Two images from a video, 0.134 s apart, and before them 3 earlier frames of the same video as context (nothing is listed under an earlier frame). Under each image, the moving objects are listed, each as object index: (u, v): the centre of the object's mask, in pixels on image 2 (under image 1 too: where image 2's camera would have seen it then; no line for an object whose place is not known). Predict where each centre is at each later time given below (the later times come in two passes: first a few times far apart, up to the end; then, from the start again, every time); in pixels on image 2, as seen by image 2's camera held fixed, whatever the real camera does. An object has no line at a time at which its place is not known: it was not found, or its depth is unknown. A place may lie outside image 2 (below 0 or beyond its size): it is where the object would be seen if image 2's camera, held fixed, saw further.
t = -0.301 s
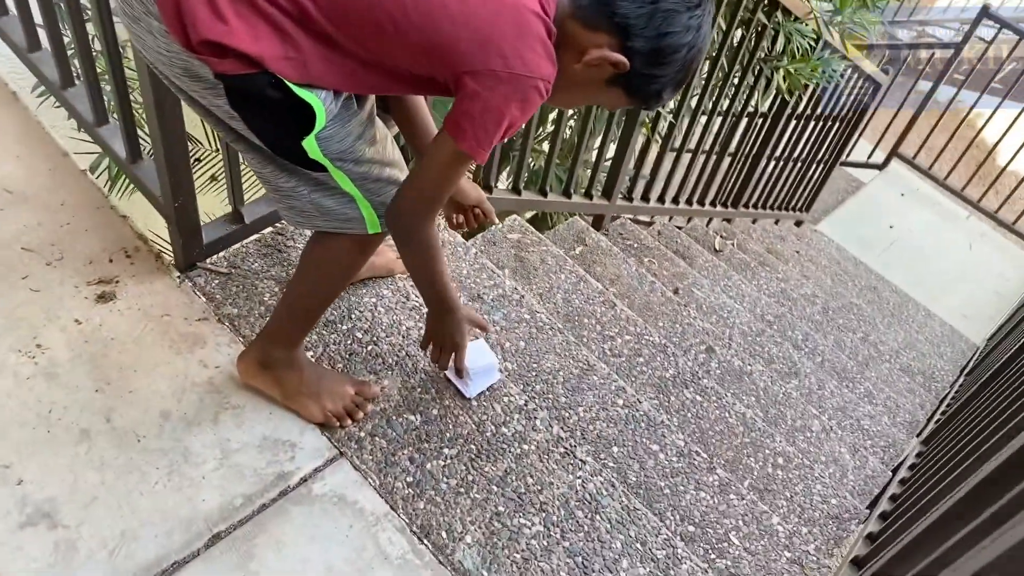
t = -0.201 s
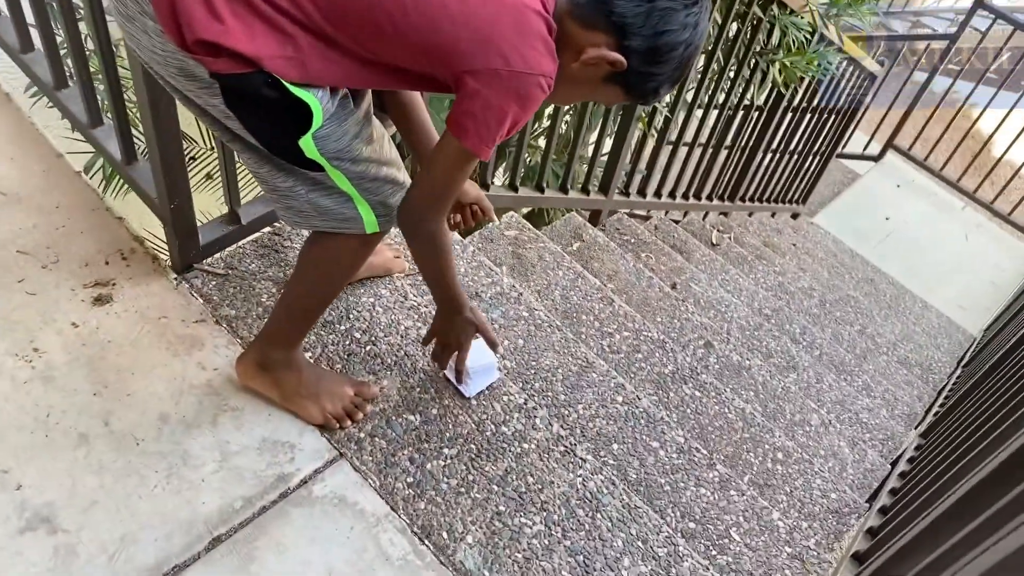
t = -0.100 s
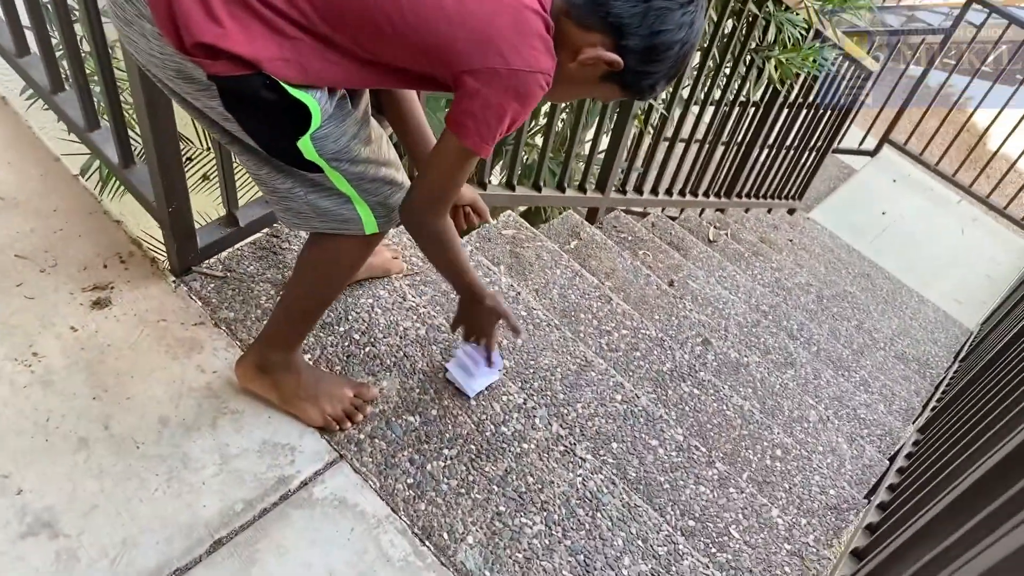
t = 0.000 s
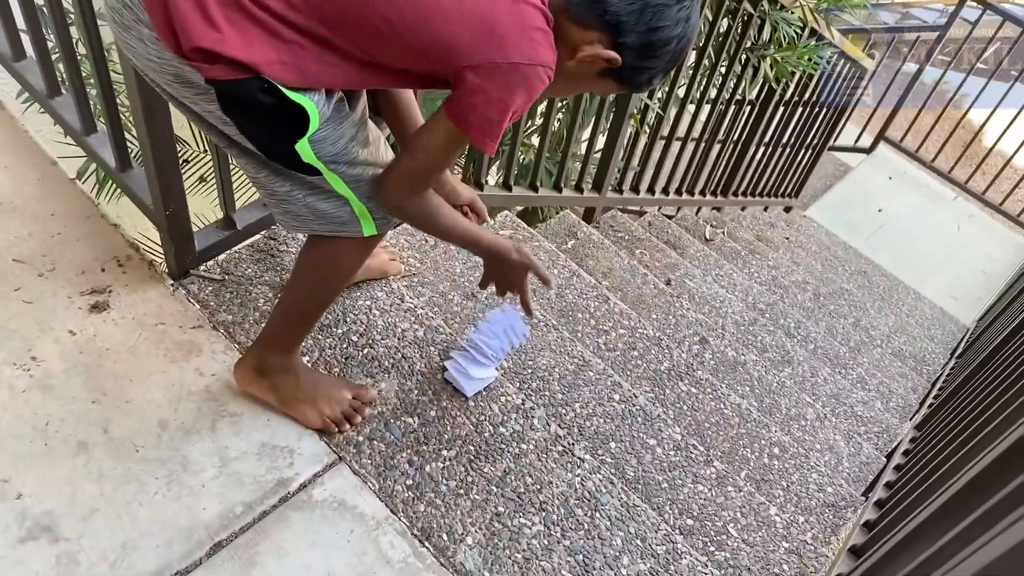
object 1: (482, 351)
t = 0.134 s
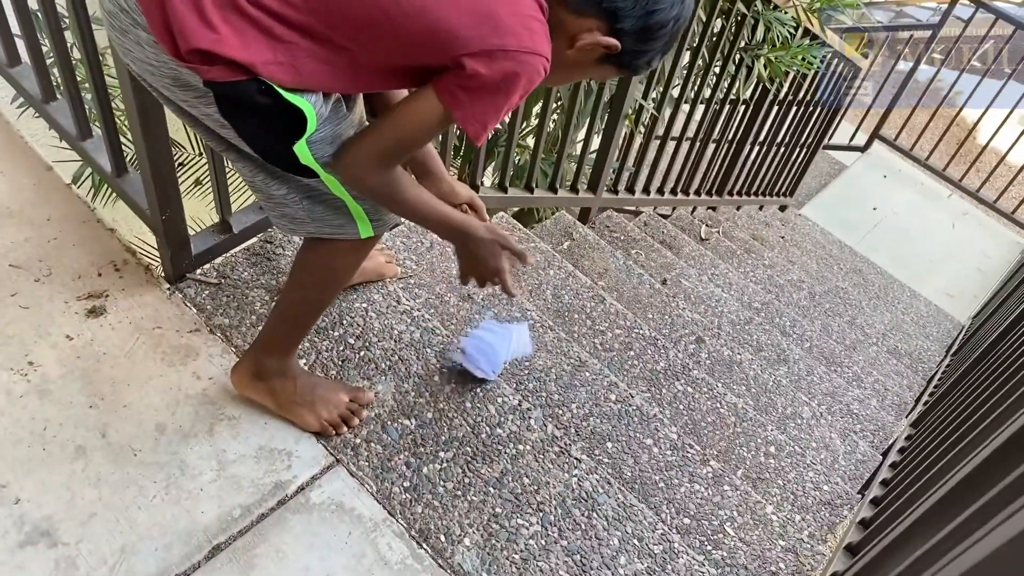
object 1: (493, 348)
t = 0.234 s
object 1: (503, 352)
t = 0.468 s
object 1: (510, 357)
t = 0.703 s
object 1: (513, 356)
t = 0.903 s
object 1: (521, 356)
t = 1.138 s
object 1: (521, 357)
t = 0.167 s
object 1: (495, 351)
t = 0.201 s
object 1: (498, 353)
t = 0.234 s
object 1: (503, 352)
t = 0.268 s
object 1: (509, 355)
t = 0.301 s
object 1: (513, 360)
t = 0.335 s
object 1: (515, 368)
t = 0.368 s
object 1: (511, 371)
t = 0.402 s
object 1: (512, 363)
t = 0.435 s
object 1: (511, 358)
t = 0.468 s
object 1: (510, 357)
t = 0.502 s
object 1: (509, 356)
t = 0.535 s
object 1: (508, 357)
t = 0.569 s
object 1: (508, 359)
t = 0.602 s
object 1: (508, 360)
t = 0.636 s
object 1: (508, 360)
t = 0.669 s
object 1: (510, 358)
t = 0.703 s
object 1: (513, 356)
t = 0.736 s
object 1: (515, 355)
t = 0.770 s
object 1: (518, 355)
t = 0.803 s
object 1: (520, 356)
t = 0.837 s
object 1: (518, 355)
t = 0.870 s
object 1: (523, 356)
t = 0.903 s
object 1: (521, 356)
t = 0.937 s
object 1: (520, 357)
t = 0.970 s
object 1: (521, 356)
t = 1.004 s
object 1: (521, 356)
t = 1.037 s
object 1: (521, 356)
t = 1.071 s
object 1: (521, 356)
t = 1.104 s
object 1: (521, 356)
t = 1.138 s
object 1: (521, 357)
